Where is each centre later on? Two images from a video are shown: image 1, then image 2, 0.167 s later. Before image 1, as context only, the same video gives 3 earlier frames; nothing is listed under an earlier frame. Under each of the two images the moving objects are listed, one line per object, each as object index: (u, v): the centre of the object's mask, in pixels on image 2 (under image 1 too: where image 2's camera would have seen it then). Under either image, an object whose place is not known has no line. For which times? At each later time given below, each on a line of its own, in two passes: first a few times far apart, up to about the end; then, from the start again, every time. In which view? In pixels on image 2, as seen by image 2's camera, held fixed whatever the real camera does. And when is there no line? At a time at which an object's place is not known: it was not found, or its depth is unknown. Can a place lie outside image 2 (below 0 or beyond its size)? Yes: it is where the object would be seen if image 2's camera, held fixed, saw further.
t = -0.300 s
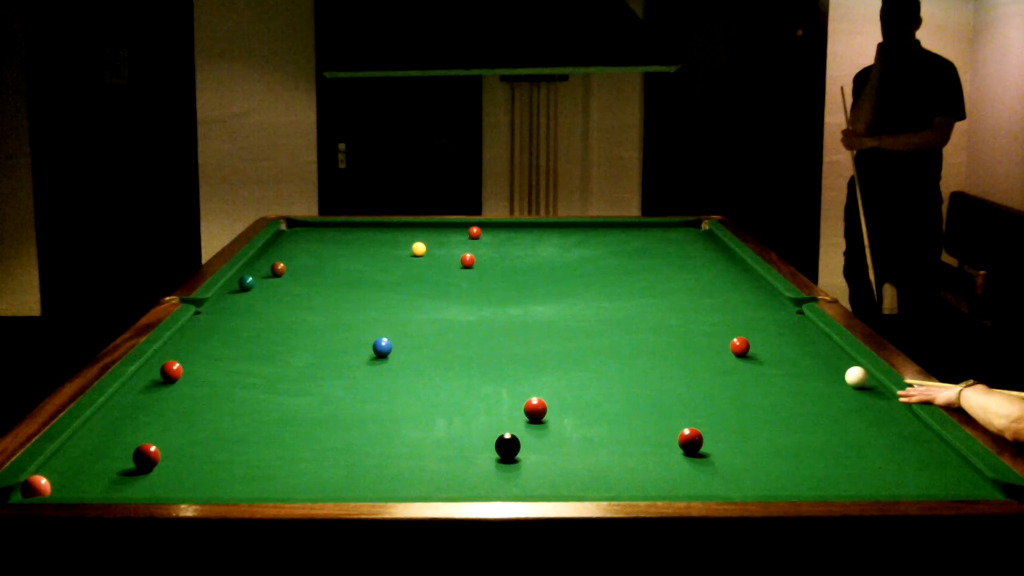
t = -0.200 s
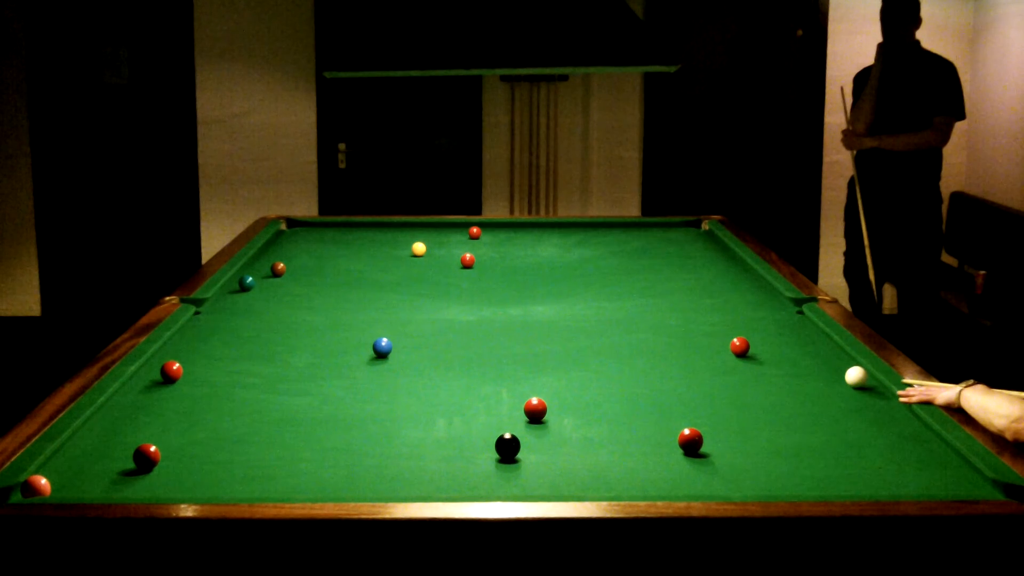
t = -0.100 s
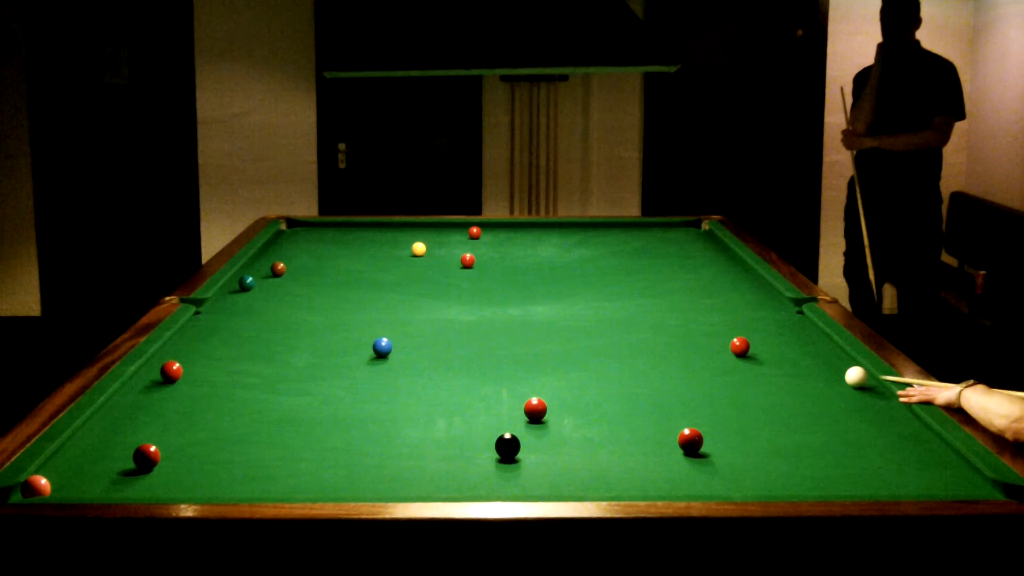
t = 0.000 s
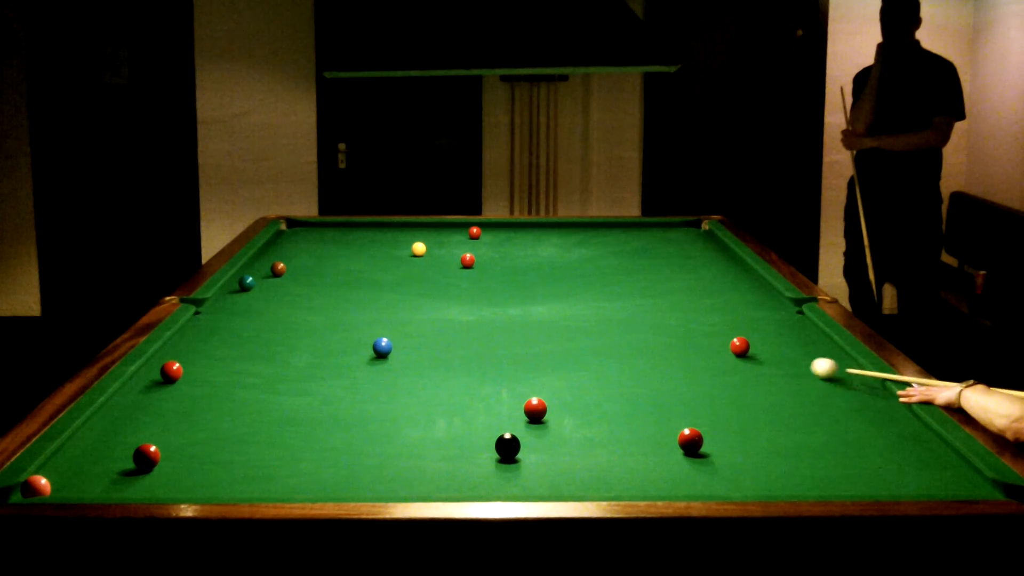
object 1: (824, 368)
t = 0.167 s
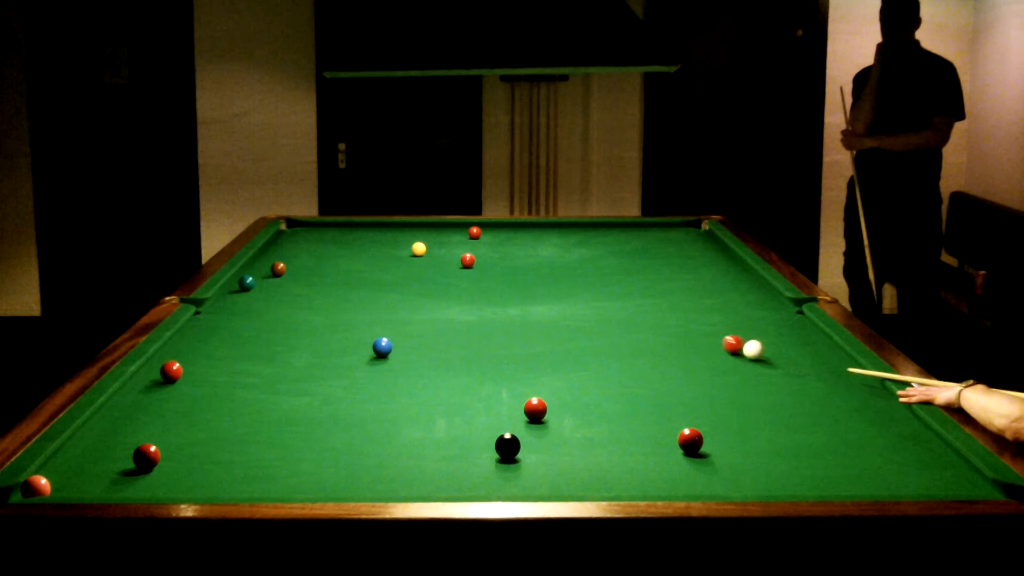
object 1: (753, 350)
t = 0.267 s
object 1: (747, 349)
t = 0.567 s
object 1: (714, 340)
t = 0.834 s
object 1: (687, 334)
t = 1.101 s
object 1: (663, 328)
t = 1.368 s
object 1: (642, 322)
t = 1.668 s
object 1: (620, 317)
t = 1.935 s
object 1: (604, 313)
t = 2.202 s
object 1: (589, 310)
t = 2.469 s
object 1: (576, 307)
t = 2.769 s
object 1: (563, 303)
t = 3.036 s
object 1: (552, 301)
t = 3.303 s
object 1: (543, 300)
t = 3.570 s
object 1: (536, 298)
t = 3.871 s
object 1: (530, 297)
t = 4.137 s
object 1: (526, 296)
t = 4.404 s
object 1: (523, 296)
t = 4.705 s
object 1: (522, 295)
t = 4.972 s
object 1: (523, 296)
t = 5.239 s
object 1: (523, 296)
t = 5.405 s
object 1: (523, 296)
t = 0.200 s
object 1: (751, 350)
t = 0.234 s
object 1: (749, 349)
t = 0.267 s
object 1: (747, 349)
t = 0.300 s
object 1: (744, 348)
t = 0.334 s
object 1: (740, 347)
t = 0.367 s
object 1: (736, 346)
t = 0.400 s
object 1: (732, 345)
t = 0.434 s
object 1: (728, 344)
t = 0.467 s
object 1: (724, 343)
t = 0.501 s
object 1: (721, 342)
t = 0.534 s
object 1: (717, 341)
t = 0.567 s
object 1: (714, 340)
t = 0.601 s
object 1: (710, 340)
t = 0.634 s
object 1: (707, 339)
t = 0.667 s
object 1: (703, 338)
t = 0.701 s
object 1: (700, 337)
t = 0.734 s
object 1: (697, 336)
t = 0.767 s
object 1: (693, 335)
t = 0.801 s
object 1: (690, 335)
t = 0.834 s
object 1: (687, 334)
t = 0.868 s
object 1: (684, 333)
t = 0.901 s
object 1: (681, 332)
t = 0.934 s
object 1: (678, 331)
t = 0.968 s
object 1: (675, 331)
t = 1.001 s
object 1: (672, 330)
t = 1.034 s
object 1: (669, 329)
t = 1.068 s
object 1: (666, 328)
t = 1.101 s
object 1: (663, 328)
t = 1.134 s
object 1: (661, 327)
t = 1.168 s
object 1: (658, 326)
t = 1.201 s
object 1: (655, 326)
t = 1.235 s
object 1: (652, 325)
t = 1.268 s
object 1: (650, 324)
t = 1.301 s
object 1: (647, 324)
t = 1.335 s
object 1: (645, 323)
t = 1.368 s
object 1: (642, 322)
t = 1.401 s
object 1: (639, 322)
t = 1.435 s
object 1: (637, 321)
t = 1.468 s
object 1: (634, 321)
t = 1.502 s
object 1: (632, 320)
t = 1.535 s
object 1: (630, 320)
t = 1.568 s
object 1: (627, 319)
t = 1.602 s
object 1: (625, 318)
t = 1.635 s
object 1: (623, 318)
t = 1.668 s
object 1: (620, 317)
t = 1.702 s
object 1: (618, 317)
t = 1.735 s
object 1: (616, 316)
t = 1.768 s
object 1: (614, 316)
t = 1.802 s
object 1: (612, 315)
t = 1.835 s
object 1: (610, 315)
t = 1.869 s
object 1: (608, 314)
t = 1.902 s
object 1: (606, 314)
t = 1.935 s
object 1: (604, 313)
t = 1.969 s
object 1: (602, 313)
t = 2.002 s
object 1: (600, 312)
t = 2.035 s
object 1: (598, 312)
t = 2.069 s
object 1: (596, 311)
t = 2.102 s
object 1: (594, 311)
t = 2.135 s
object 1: (592, 311)
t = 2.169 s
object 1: (591, 310)
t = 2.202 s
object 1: (589, 310)
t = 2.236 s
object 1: (587, 309)
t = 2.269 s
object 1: (585, 309)
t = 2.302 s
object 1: (584, 309)
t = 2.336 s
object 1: (582, 308)
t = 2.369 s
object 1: (580, 308)
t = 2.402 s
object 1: (579, 307)
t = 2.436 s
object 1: (577, 307)
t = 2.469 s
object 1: (576, 307)
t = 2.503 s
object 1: (574, 306)
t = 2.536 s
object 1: (573, 306)
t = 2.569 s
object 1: (571, 306)
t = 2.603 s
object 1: (570, 305)
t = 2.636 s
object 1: (568, 305)
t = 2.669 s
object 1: (567, 305)
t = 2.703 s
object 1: (565, 304)
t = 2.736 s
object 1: (564, 304)
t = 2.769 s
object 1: (563, 303)
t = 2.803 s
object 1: (561, 303)
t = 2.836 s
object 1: (560, 303)
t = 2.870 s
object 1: (558, 303)
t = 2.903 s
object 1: (557, 303)
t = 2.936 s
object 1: (556, 302)
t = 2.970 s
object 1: (555, 302)
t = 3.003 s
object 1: (553, 302)
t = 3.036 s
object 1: (552, 301)
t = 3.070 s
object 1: (551, 301)
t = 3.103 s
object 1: (550, 301)
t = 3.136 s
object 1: (548, 301)
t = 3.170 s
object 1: (547, 301)
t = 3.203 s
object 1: (546, 300)
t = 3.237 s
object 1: (545, 300)
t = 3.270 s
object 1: (544, 300)
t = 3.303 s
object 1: (543, 300)
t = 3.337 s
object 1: (542, 299)
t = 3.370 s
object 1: (541, 299)
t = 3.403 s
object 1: (540, 299)
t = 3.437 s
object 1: (539, 299)
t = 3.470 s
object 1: (538, 299)
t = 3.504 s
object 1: (537, 298)
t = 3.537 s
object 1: (536, 298)
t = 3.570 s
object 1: (536, 298)
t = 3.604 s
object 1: (535, 298)
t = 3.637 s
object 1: (534, 298)
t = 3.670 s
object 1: (533, 297)
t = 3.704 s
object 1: (533, 297)
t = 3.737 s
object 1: (532, 297)
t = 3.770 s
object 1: (531, 297)
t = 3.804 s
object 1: (531, 297)
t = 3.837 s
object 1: (530, 297)
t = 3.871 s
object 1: (530, 297)
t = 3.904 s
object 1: (529, 297)
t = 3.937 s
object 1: (529, 296)
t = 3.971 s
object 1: (528, 296)
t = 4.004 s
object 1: (528, 296)
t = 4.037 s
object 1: (527, 296)
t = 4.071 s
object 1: (527, 296)
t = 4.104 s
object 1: (526, 296)
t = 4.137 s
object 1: (526, 296)
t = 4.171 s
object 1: (525, 296)
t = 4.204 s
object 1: (525, 296)
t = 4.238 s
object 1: (525, 296)
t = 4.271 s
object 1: (524, 296)
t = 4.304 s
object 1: (524, 296)
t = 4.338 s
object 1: (524, 296)
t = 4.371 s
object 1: (523, 296)
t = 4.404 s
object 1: (523, 296)
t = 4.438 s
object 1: (523, 295)
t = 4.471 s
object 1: (523, 295)
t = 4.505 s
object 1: (522, 295)
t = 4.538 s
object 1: (522, 295)
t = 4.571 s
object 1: (522, 295)
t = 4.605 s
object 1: (522, 295)
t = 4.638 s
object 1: (522, 295)
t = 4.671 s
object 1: (522, 295)
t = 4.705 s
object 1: (522, 295)
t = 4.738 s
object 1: (522, 295)
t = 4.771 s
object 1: (522, 296)
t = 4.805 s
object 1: (523, 296)
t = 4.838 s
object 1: (522, 296)
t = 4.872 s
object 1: (523, 296)
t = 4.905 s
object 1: (523, 296)
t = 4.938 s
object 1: (523, 296)
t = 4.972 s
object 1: (523, 296)
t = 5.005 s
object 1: (523, 296)
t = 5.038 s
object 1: (523, 296)
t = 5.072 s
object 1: (523, 296)
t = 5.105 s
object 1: (523, 296)
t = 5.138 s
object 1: (523, 296)
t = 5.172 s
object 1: (523, 296)
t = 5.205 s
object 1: (523, 296)
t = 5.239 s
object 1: (523, 296)
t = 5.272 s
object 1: (523, 296)
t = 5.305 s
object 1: (523, 296)
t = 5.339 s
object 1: (523, 296)
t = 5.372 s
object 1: (523, 296)
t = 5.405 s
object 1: (523, 296)
